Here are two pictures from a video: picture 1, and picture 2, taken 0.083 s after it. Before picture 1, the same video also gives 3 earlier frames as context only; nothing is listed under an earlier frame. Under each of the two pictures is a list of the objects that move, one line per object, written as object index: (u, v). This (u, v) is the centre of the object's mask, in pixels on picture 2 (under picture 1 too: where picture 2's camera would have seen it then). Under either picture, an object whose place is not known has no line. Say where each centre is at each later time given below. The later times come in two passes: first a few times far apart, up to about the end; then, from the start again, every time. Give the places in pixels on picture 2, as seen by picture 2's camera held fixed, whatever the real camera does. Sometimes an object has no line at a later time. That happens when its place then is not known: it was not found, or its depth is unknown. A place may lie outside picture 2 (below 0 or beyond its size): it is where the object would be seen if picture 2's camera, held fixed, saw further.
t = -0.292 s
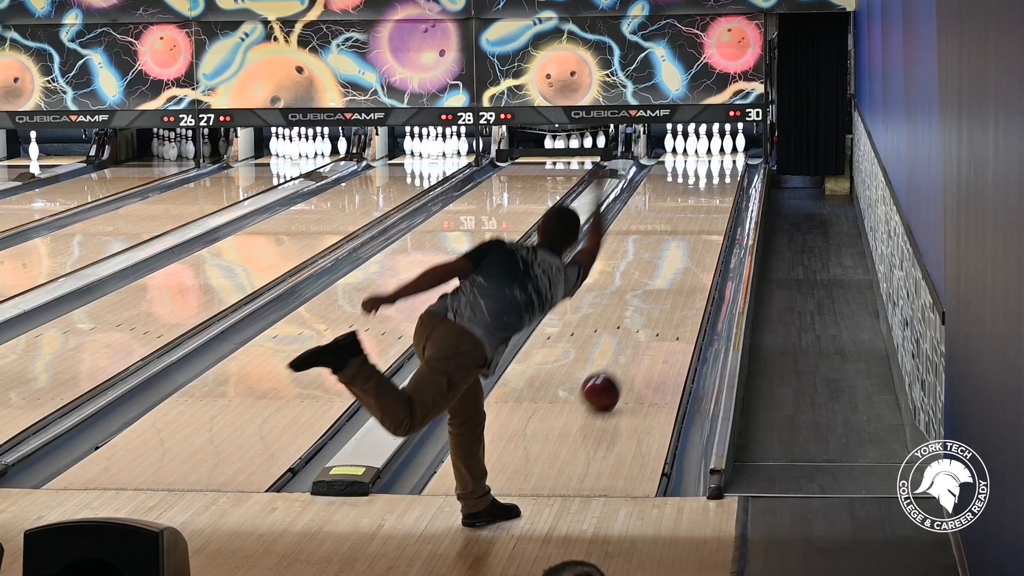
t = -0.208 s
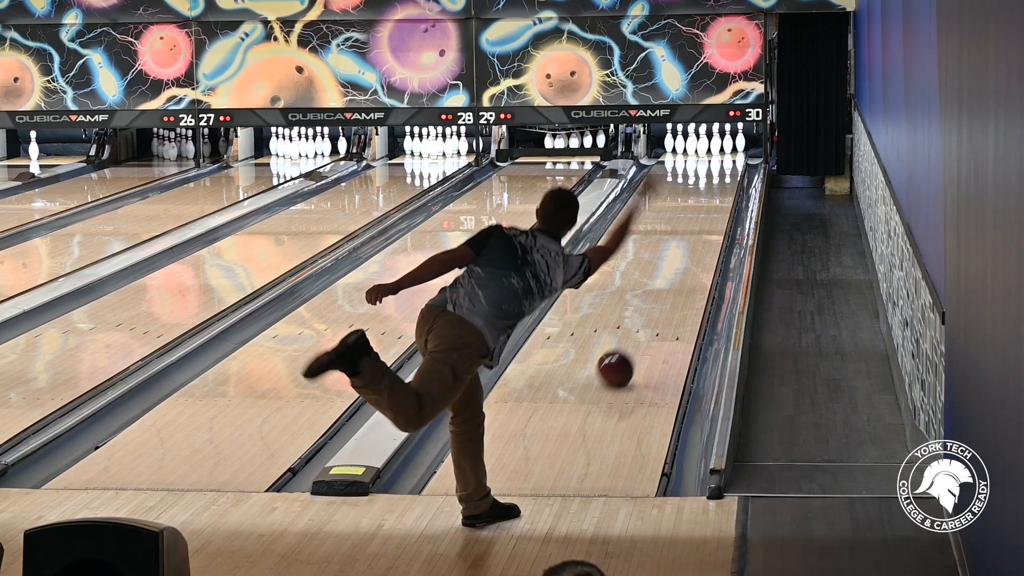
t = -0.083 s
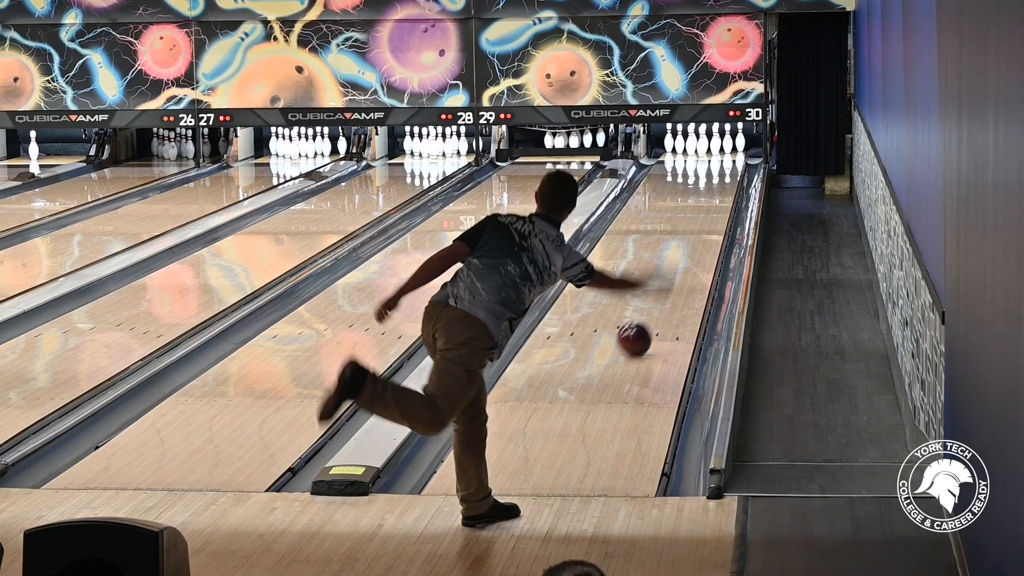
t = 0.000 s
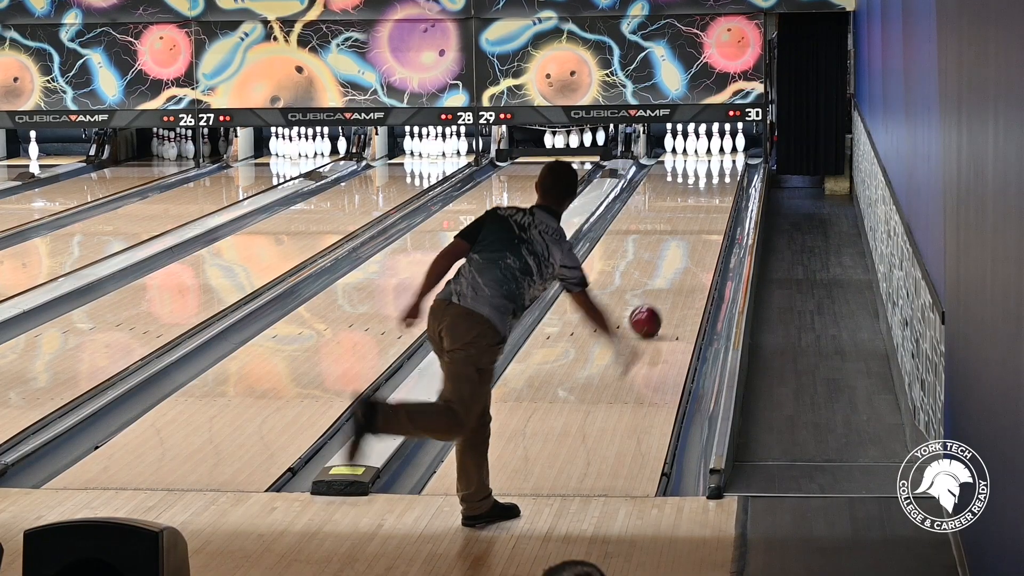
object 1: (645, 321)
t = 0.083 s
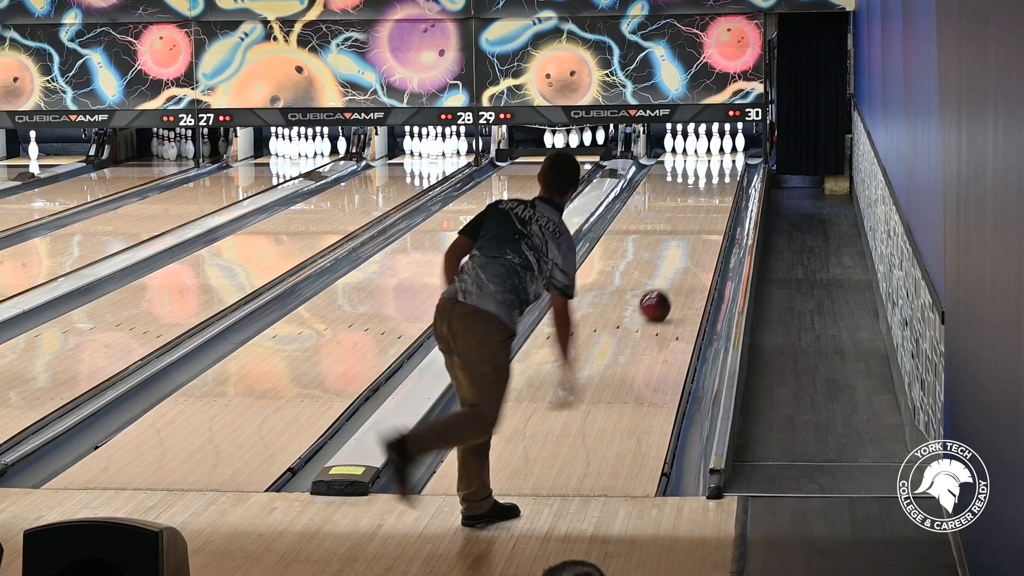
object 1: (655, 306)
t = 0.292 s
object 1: (675, 272)
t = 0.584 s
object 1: (697, 235)
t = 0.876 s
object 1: (711, 206)
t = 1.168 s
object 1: (719, 183)
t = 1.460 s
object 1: (719, 165)
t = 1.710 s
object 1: (711, 153)
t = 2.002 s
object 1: (708, 145)
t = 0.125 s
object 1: (659, 299)
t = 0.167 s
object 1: (664, 292)
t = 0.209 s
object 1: (668, 285)
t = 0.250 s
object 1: (672, 279)
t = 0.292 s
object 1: (675, 272)
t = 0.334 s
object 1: (679, 266)
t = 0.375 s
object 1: (683, 260)
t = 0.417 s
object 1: (686, 255)
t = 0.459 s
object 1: (689, 249)
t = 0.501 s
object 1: (692, 244)
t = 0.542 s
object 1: (694, 240)
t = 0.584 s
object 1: (697, 235)
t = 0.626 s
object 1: (699, 230)
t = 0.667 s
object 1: (701, 226)
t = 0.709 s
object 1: (704, 222)
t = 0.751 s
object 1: (706, 217)
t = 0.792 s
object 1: (708, 214)
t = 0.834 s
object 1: (709, 210)
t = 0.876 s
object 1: (711, 206)
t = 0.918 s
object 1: (711, 201)
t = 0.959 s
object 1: (716, 202)
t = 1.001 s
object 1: (716, 196)
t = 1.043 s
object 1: (717, 192)
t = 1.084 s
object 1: (718, 189)
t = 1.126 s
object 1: (719, 186)
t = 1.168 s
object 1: (719, 183)
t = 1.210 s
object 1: (720, 181)
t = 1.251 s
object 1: (720, 178)
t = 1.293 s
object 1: (721, 175)
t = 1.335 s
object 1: (720, 172)
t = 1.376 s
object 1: (720, 170)
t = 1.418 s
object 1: (719, 168)
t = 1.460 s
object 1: (719, 165)
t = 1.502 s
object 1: (718, 163)
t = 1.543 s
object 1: (717, 161)
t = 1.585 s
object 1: (716, 159)
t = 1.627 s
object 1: (715, 156)
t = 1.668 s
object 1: (713, 155)
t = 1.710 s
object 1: (711, 153)
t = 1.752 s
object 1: (709, 151)
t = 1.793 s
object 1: (708, 149)
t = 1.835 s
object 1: (709, 148)
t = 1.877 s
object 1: (708, 147)
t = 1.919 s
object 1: (708, 146)
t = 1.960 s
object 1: (708, 145)
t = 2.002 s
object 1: (708, 145)
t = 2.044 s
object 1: (707, 144)
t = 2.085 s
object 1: (706, 144)
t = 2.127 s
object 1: (705, 143)
